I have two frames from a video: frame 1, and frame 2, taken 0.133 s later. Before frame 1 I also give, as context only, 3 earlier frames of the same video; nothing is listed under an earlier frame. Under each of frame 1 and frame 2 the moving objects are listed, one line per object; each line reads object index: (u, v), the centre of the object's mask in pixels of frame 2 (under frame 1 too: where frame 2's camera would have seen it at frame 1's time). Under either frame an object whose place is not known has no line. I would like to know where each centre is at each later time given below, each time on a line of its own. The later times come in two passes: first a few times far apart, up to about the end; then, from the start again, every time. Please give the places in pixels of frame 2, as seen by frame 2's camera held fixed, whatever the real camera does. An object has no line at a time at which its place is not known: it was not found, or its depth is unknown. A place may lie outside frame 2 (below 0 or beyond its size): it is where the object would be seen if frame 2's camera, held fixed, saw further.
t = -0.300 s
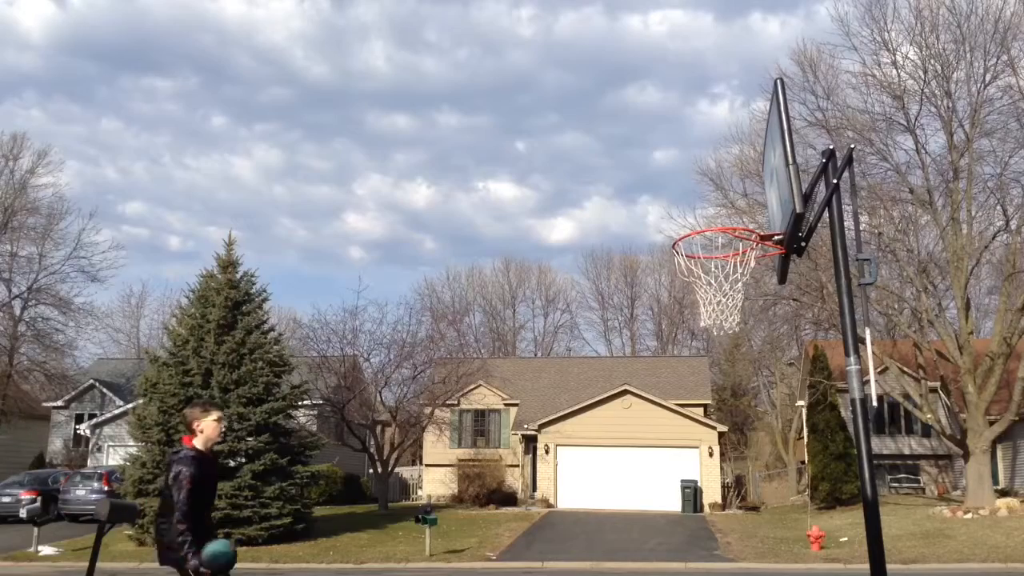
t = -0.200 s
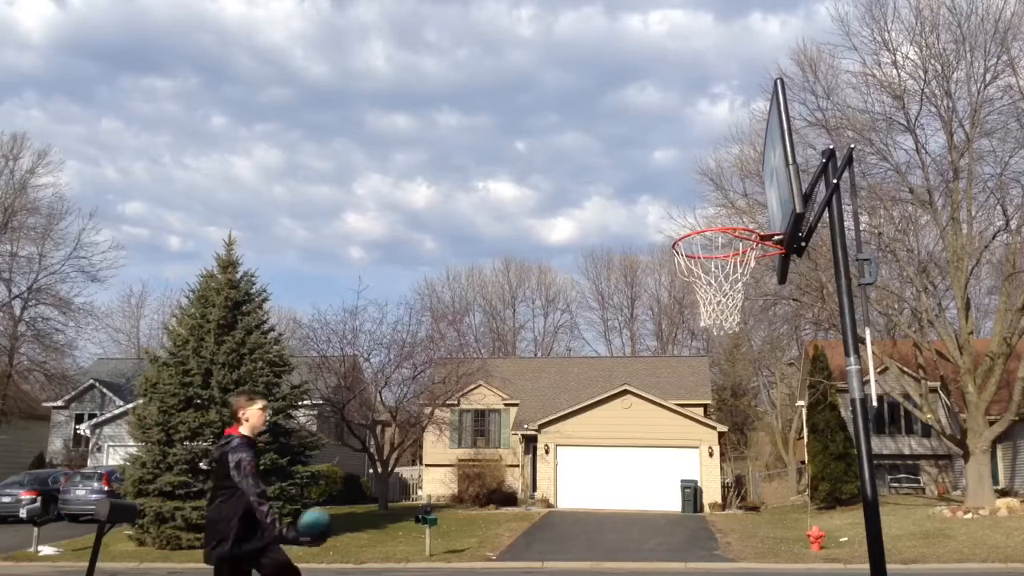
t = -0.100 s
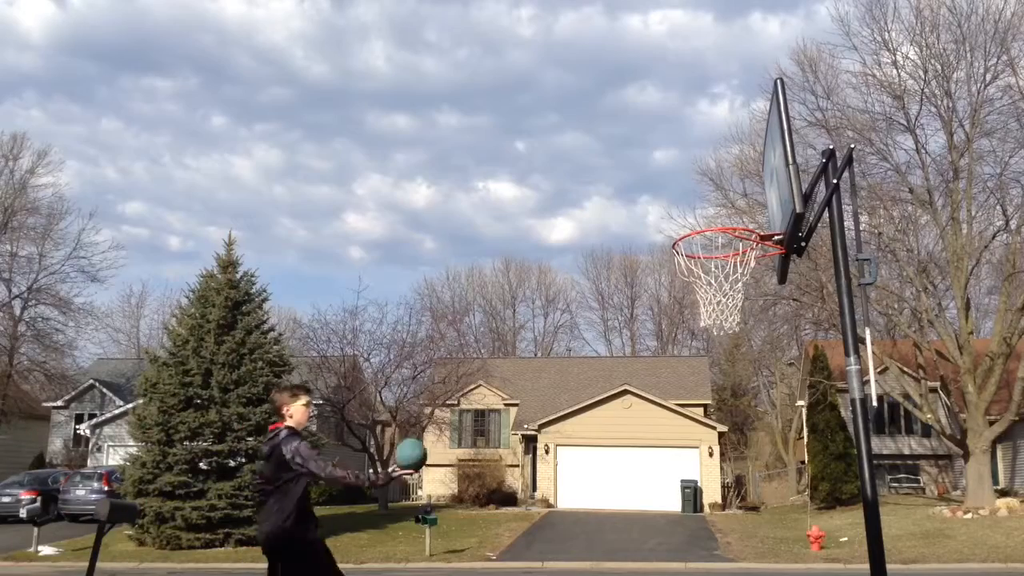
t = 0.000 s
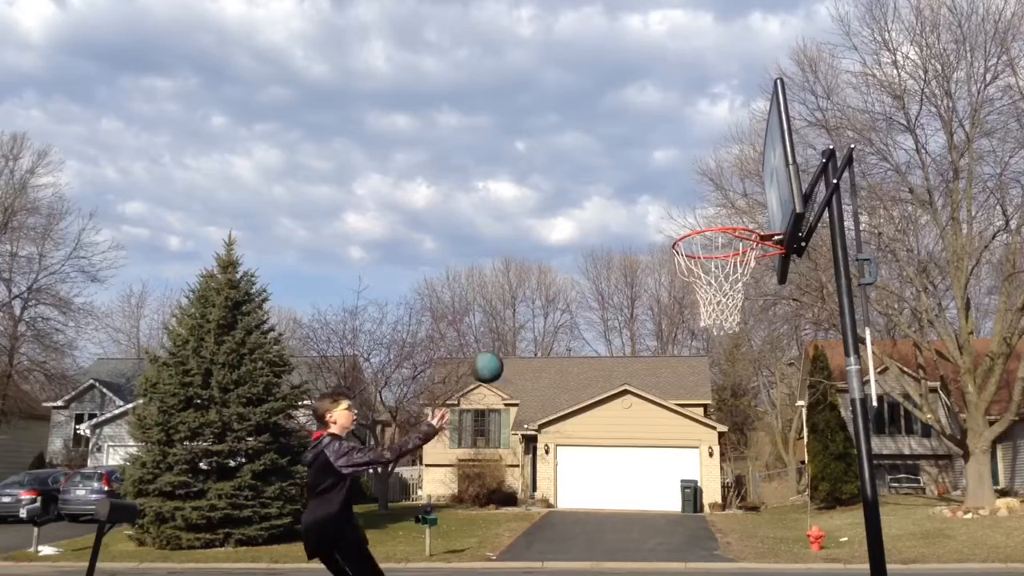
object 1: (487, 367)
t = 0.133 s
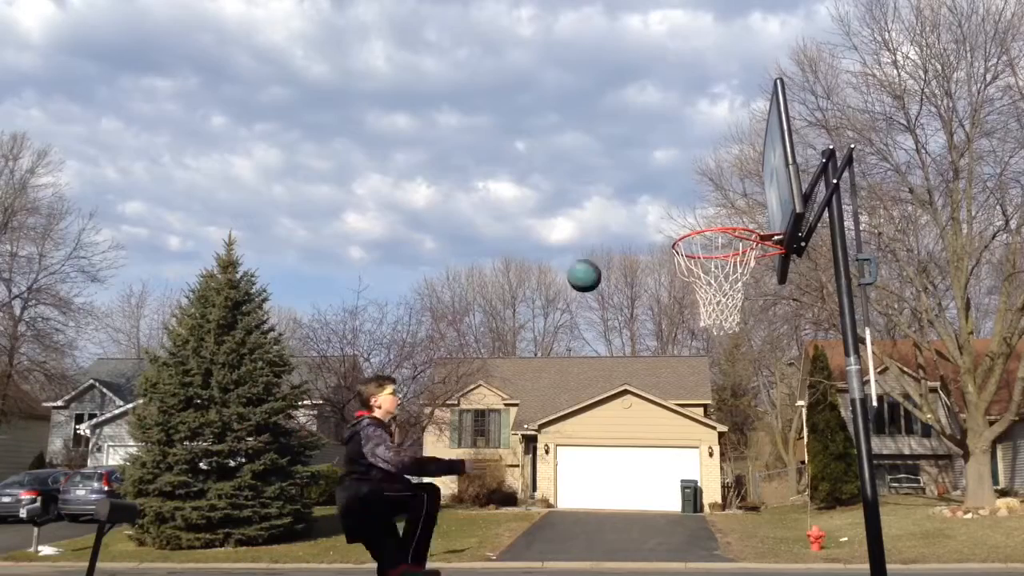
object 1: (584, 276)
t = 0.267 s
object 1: (679, 217)
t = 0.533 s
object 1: (731, 196)
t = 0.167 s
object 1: (608, 258)
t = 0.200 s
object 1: (632, 242)
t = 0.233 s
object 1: (655, 229)
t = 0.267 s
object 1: (679, 217)
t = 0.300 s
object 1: (703, 206)
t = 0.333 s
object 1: (728, 198)
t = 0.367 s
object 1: (752, 193)
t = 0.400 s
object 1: (769, 188)
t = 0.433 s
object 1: (760, 187)
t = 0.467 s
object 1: (750, 188)
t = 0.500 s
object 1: (740, 191)
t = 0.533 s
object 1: (731, 196)
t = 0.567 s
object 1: (721, 203)
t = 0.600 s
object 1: (712, 212)
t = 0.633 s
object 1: (703, 223)
